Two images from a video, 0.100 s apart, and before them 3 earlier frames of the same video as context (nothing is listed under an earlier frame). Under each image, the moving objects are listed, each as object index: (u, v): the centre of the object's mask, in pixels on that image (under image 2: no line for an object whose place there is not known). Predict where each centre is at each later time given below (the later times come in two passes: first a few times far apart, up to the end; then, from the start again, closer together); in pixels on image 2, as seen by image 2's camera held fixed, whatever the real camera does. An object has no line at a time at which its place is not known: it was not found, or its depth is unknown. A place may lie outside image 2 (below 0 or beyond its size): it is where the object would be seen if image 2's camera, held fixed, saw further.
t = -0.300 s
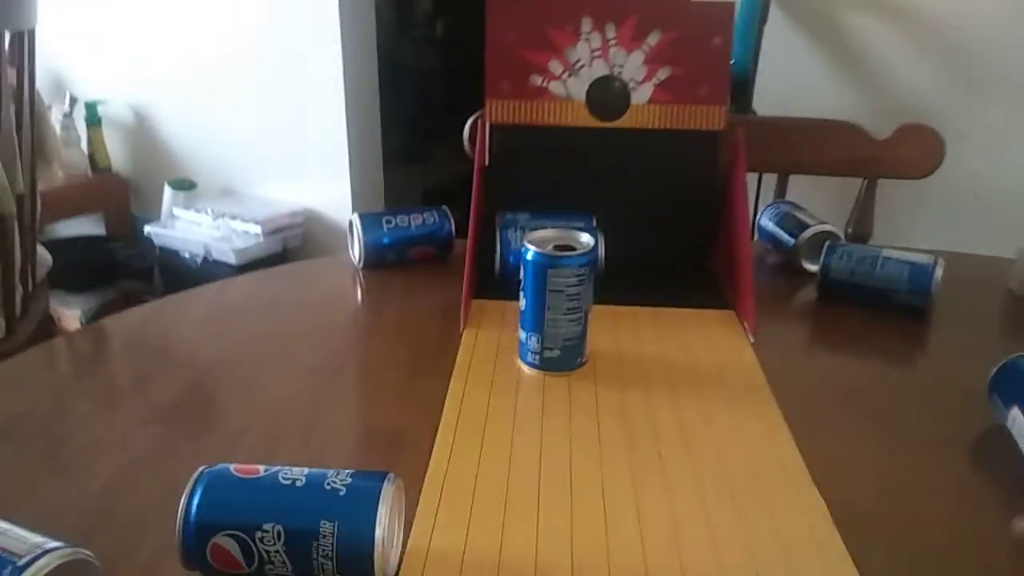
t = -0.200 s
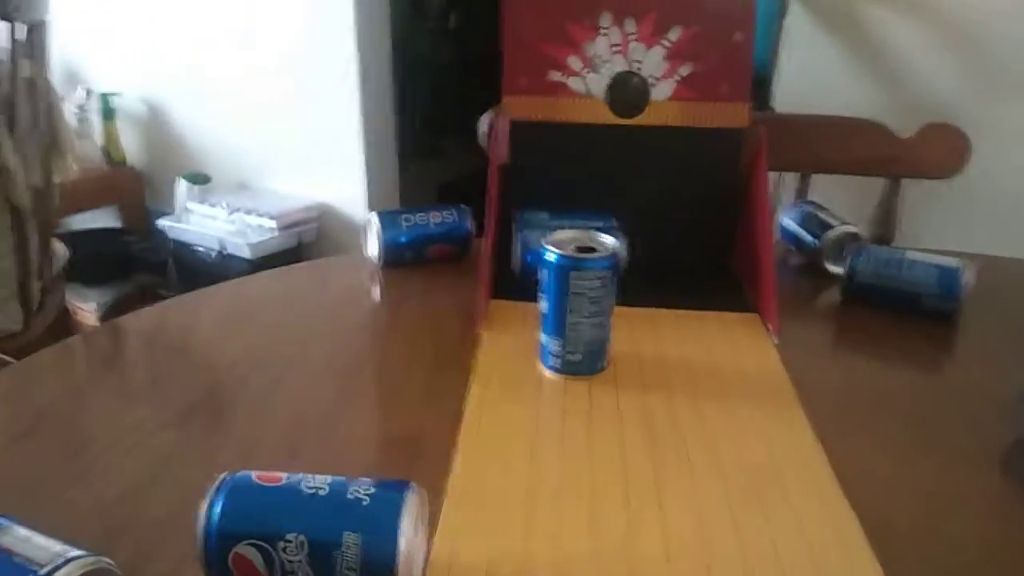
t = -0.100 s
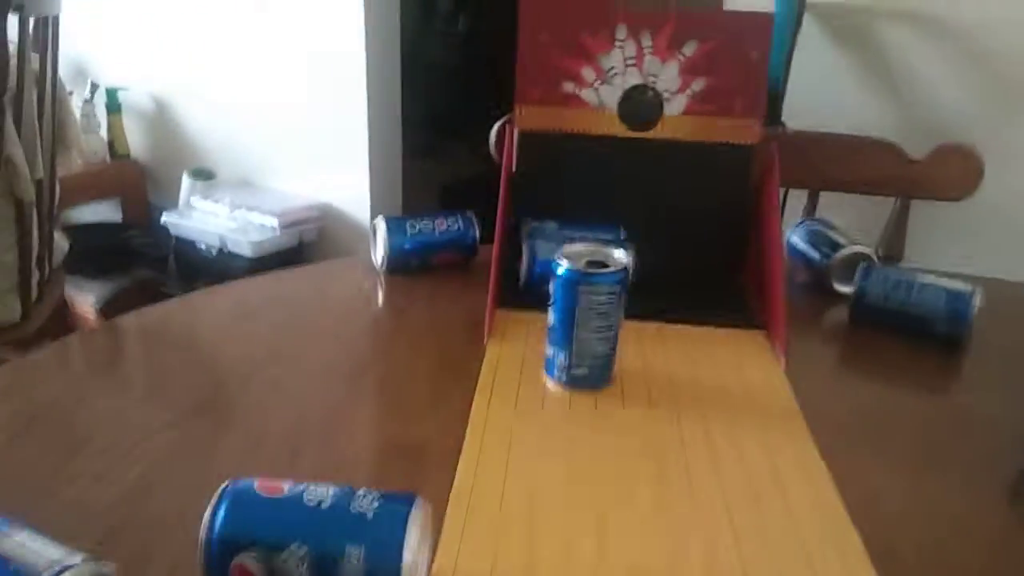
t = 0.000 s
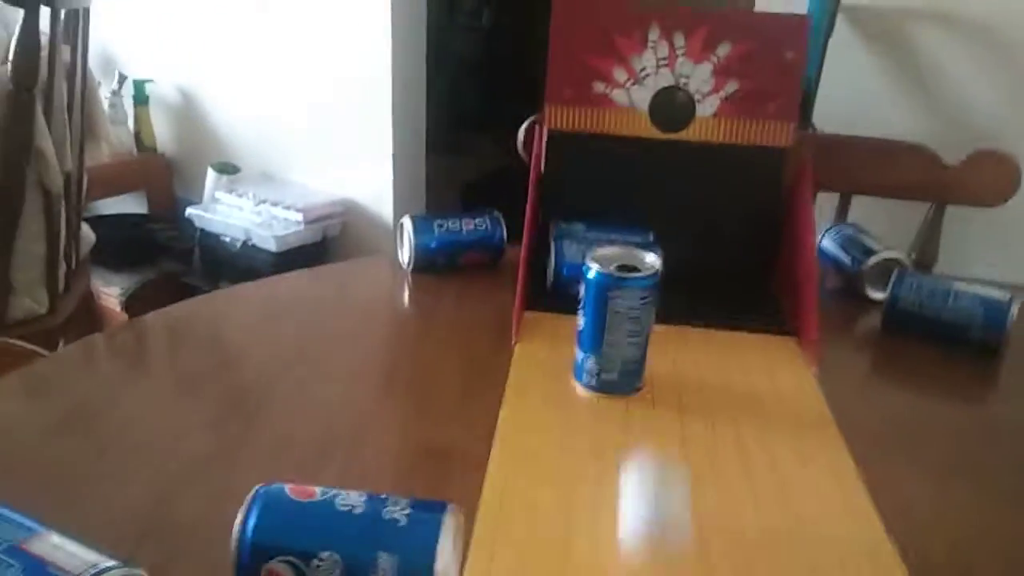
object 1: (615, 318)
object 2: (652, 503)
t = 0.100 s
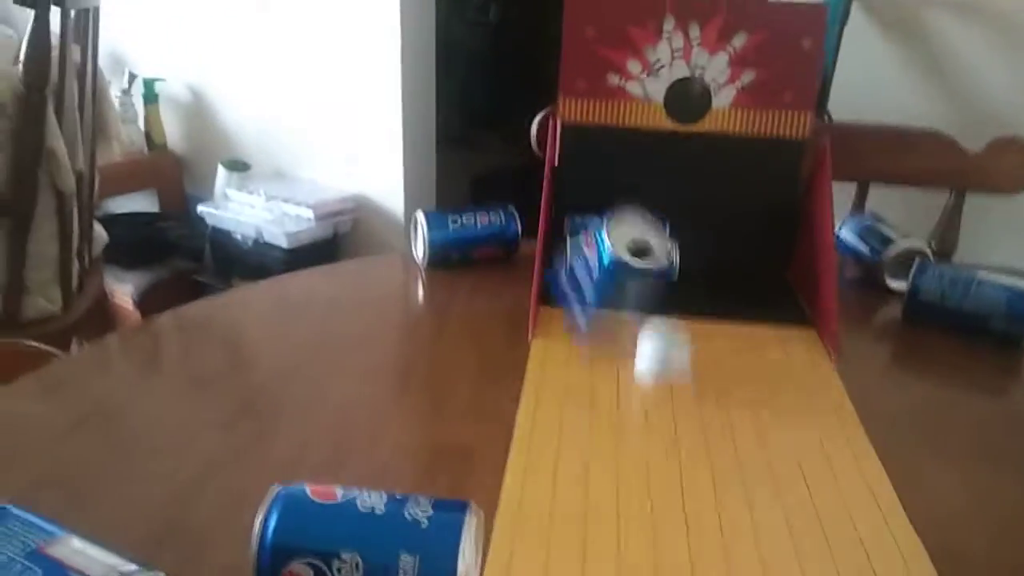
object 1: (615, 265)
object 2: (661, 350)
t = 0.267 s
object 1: (575, 148)
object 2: (696, 279)
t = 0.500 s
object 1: (603, 216)
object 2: (774, 268)
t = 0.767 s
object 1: (597, 281)
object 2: (770, 253)
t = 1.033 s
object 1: (597, 281)
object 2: (768, 258)
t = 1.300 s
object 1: (597, 281)
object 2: (763, 263)
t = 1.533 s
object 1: (596, 281)
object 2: (755, 264)
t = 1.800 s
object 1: (596, 281)
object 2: (743, 264)
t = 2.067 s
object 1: (596, 281)
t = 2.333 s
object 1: (597, 281)
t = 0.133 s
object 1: (602, 248)
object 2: (665, 325)
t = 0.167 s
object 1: (583, 208)
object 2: (668, 303)
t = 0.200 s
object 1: (574, 181)
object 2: (674, 286)
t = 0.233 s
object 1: (576, 159)
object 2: (683, 280)
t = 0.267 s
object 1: (575, 148)
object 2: (696, 279)
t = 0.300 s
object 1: (571, 148)
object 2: (709, 279)
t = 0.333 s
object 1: (568, 153)
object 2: (721, 278)
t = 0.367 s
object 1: (576, 165)
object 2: (733, 277)
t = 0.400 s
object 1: (586, 170)
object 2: (745, 275)
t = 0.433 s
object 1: (592, 183)
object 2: (756, 272)
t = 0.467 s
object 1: (600, 198)
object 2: (765, 270)
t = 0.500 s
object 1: (603, 216)
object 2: (774, 268)
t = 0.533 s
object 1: (604, 230)
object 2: (780, 266)
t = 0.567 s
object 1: (603, 251)
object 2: (778, 263)
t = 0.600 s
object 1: (610, 270)
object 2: (776, 260)
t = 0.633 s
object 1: (606, 276)
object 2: (774, 259)
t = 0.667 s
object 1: (604, 278)
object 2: (772, 256)
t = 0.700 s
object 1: (604, 278)
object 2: (772, 255)
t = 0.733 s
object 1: (601, 280)
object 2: (770, 254)
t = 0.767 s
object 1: (597, 281)
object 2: (770, 253)
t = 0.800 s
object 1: (598, 281)
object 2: (770, 253)
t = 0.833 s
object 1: (597, 281)
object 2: (769, 254)
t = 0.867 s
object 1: (597, 281)
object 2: (769, 254)
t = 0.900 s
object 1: (597, 281)
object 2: (769, 255)
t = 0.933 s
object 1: (598, 281)
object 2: (769, 256)
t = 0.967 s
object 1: (597, 281)
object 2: (768, 256)
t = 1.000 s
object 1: (597, 281)
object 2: (768, 258)
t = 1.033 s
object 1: (597, 281)
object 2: (768, 258)
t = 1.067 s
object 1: (597, 281)
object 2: (767, 259)
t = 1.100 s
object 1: (597, 281)
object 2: (767, 260)
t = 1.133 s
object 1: (597, 281)
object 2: (766, 261)
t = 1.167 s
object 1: (597, 281)
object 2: (765, 261)
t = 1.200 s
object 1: (596, 281)
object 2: (765, 262)
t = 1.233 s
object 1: (596, 281)
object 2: (764, 262)
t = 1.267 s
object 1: (597, 281)
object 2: (764, 263)
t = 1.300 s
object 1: (597, 281)
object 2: (763, 263)
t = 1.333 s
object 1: (596, 281)
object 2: (762, 264)
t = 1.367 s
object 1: (597, 281)
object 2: (761, 264)
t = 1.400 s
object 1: (597, 281)
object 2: (760, 265)
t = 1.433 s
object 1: (597, 281)
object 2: (759, 265)
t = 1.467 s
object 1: (597, 281)
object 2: (757, 265)
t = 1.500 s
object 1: (596, 281)
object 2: (756, 265)
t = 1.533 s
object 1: (596, 281)
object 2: (755, 264)
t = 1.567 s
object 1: (596, 281)
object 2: (753, 264)
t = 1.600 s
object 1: (596, 281)
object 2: (751, 264)
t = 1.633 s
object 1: (597, 281)
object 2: (750, 264)
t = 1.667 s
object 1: (596, 281)
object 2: (748, 264)
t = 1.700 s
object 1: (597, 281)
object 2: (747, 264)
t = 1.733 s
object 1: (596, 281)
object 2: (746, 264)
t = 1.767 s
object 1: (596, 281)
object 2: (744, 264)
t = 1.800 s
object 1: (596, 281)
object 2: (743, 264)
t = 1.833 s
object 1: (596, 281)
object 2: (741, 264)
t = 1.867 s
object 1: (596, 281)
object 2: (740, 263)
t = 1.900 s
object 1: (596, 281)
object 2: (738, 263)
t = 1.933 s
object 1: (596, 281)
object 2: (736, 262)
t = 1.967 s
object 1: (595, 281)
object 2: (735, 261)
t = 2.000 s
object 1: (596, 281)
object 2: (734, 261)
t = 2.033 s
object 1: (596, 281)
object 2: (732, 260)
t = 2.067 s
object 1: (596, 281)
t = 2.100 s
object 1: (596, 281)
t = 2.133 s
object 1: (596, 281)
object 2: (727, 258)
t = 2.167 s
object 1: (596, 281)
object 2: (725, 257)
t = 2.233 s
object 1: (596, 281)
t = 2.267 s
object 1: (596, 281)
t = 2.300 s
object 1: (595, 281)
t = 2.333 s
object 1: (597, 281)
